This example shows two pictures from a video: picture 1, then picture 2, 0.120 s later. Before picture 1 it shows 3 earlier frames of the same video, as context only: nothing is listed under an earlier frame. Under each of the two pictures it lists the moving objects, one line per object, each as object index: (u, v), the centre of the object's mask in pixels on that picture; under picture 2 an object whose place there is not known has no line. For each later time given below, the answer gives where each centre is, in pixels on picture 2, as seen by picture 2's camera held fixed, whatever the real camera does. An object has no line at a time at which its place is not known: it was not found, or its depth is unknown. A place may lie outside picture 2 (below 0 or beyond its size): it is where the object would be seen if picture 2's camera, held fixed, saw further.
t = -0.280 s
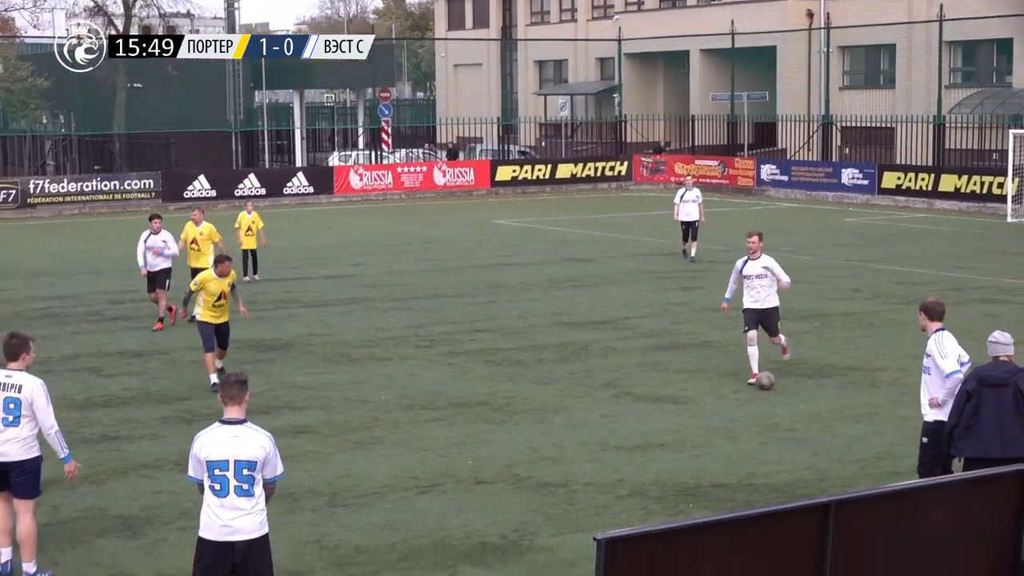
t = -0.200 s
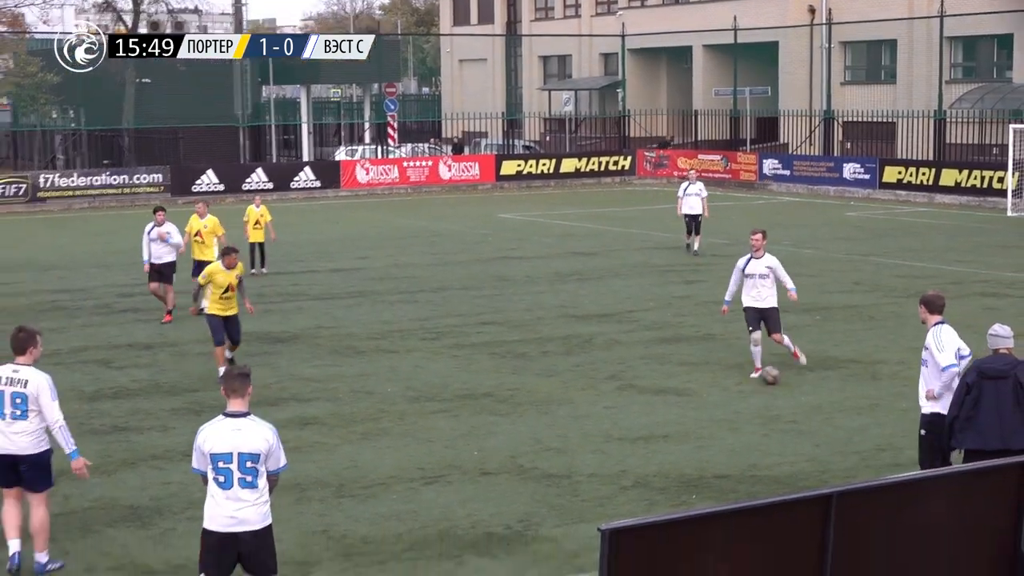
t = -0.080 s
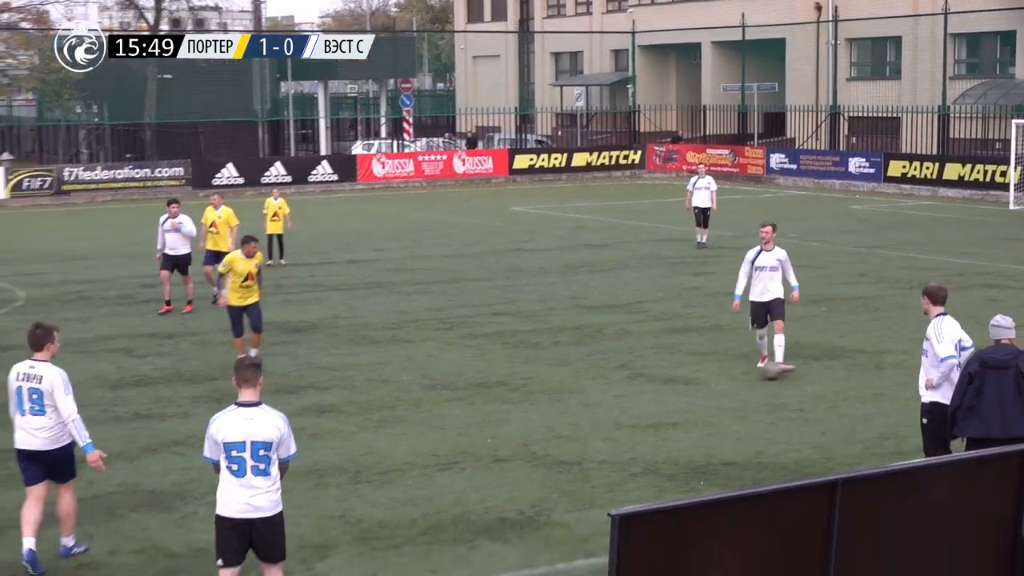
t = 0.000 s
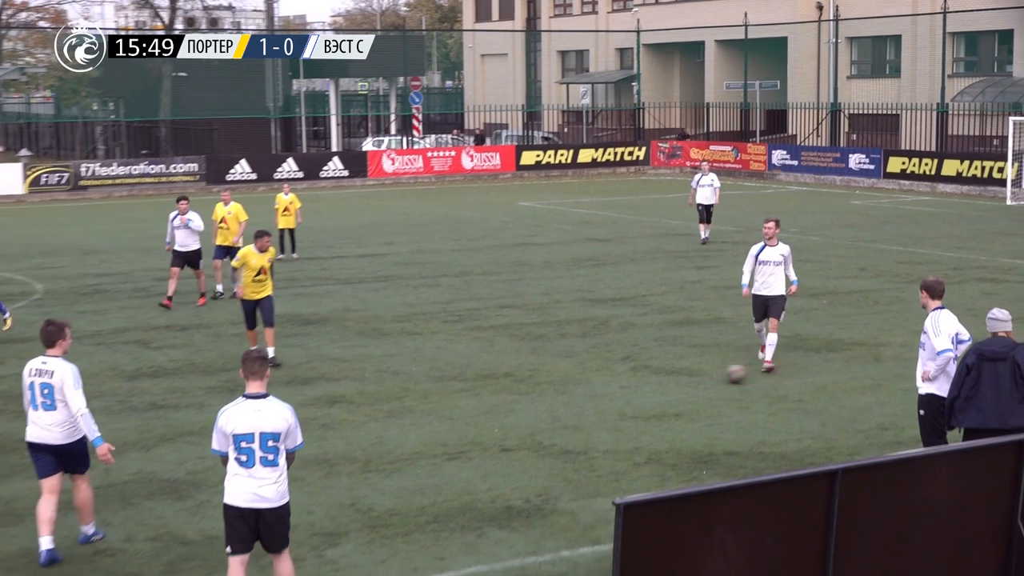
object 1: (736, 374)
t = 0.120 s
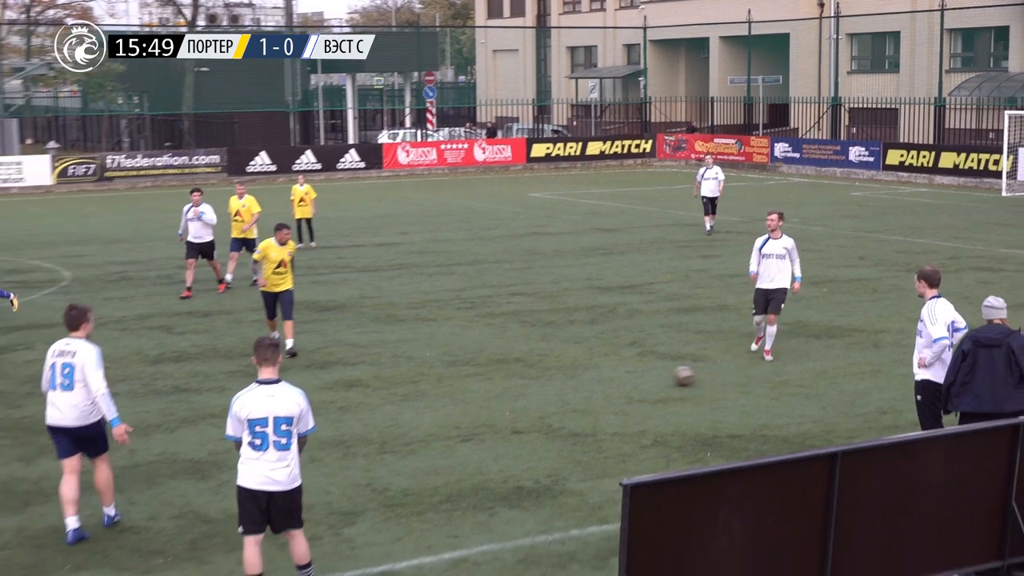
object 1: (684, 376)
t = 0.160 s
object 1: (665, 379)
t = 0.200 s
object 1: (646, 385)
